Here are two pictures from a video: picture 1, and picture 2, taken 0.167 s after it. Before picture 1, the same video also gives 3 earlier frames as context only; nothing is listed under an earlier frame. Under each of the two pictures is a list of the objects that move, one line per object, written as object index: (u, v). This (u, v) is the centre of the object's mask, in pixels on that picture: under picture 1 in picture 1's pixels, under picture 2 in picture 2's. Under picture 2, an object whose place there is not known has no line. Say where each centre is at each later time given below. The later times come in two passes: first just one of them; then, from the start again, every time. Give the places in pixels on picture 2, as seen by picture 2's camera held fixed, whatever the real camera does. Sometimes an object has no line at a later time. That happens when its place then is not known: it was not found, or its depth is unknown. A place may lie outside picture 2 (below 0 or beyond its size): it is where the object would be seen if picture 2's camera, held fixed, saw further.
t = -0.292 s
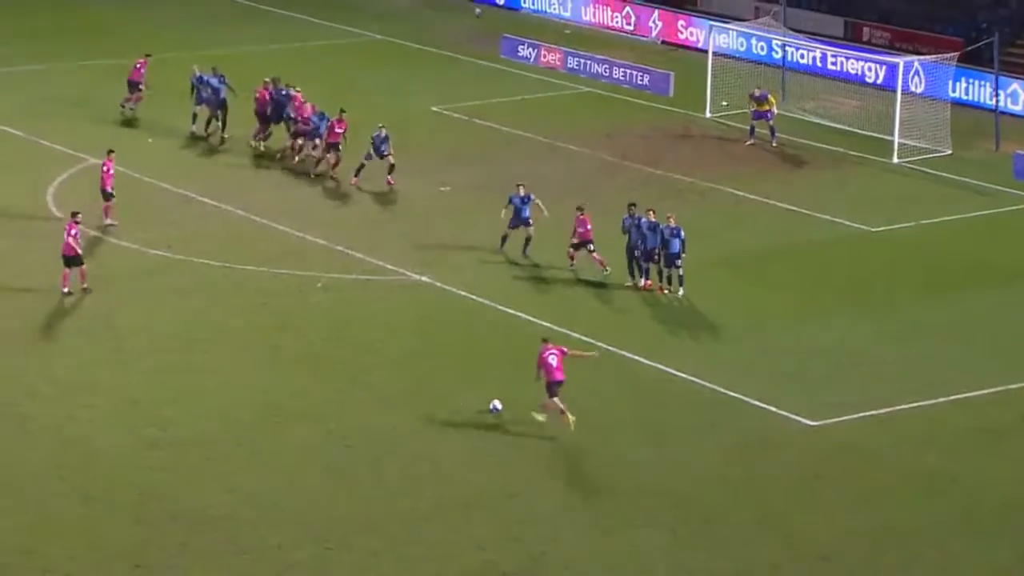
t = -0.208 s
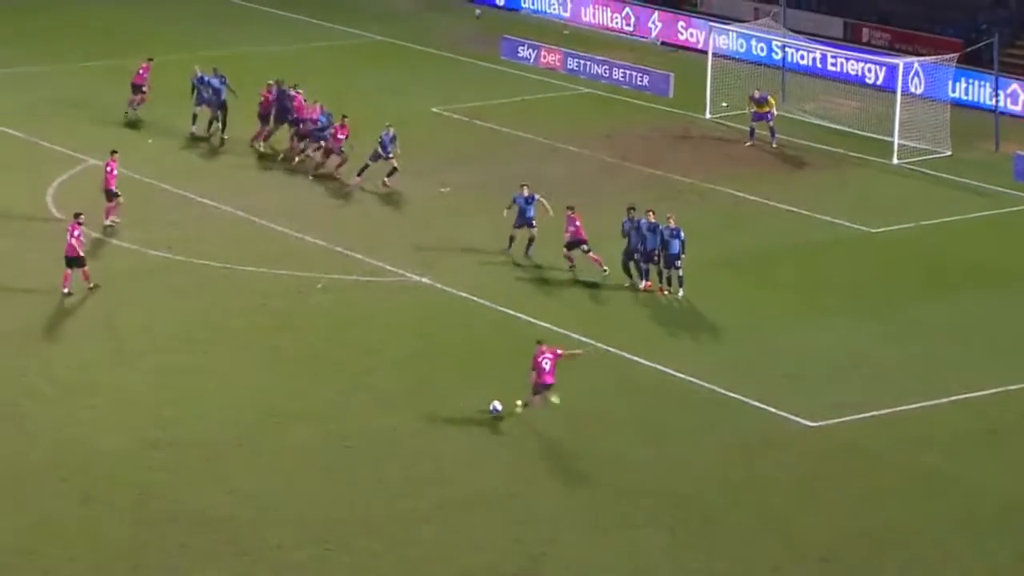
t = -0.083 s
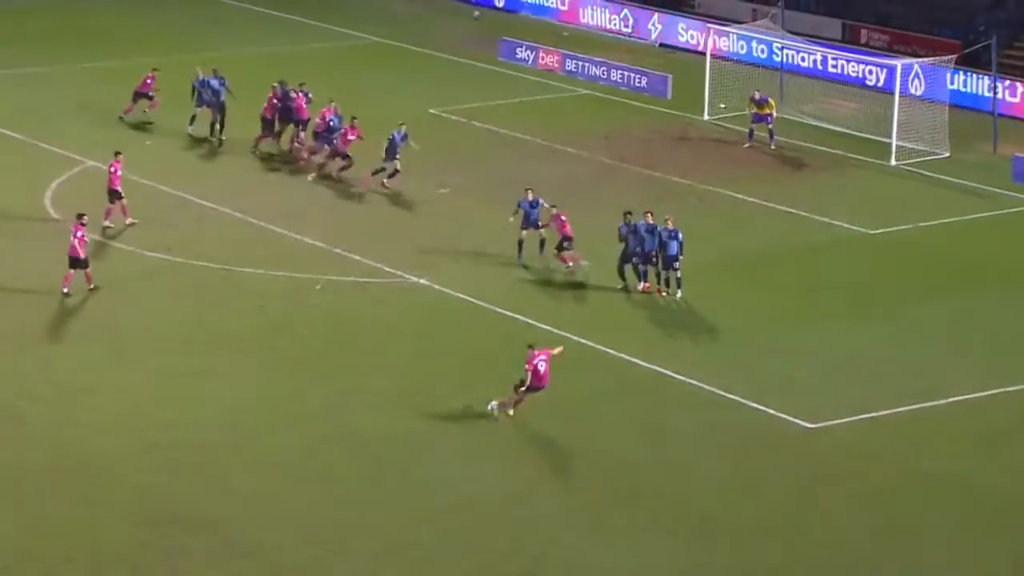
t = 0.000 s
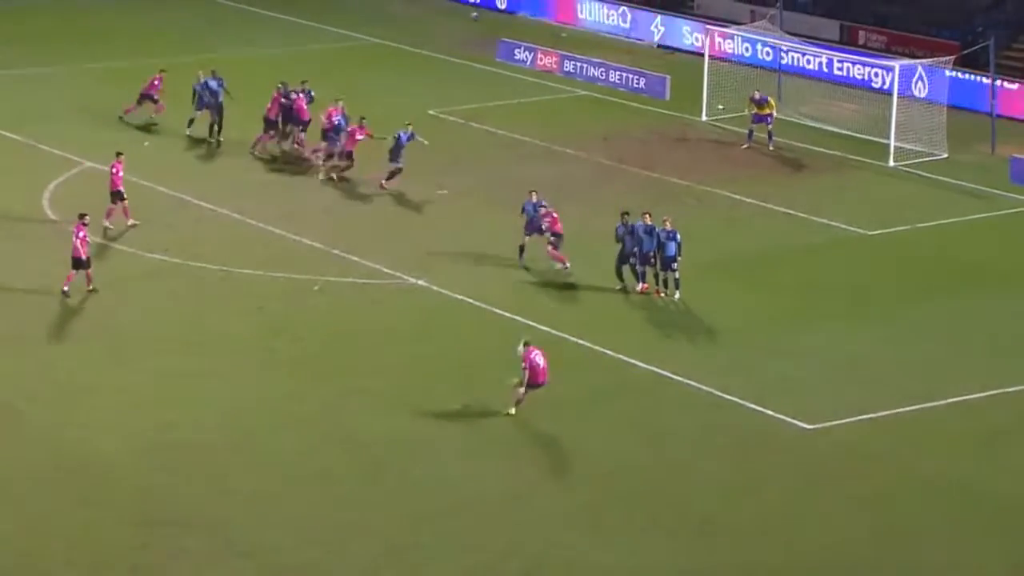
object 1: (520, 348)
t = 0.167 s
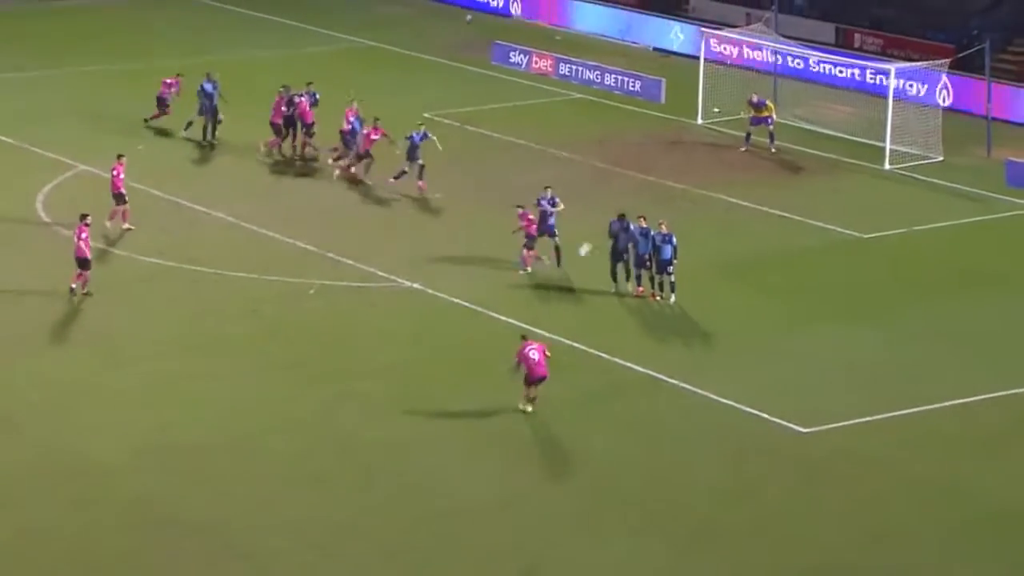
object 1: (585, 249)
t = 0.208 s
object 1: (600, 230)
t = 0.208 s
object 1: (600, 230)
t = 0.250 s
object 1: (616, 212)
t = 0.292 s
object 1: (632, 197)
